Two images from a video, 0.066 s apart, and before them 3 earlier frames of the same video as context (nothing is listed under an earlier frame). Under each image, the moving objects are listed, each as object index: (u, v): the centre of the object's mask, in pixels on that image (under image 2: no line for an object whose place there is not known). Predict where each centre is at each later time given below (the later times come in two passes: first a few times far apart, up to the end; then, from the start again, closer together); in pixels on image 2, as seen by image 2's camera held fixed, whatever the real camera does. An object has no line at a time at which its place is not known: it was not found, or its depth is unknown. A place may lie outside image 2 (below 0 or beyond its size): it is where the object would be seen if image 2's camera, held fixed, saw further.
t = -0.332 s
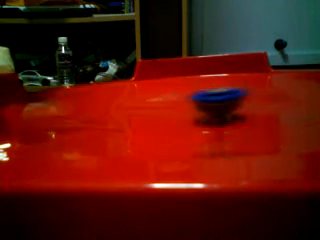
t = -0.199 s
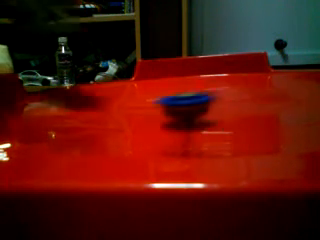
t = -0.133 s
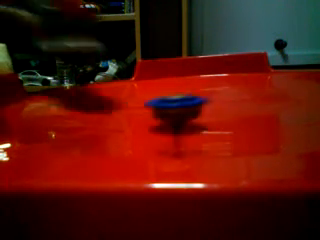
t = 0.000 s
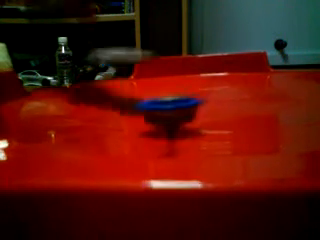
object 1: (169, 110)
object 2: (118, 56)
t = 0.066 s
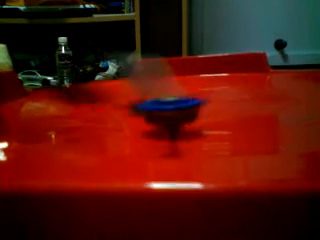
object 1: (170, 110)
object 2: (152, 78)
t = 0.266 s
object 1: (177, 112)
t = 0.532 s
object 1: (183, 111)
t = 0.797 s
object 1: (243, 107)
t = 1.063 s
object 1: (275, 94)
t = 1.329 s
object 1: (153, 82)
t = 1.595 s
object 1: (128, 77)
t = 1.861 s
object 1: (116, 80)
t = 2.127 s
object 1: (125, 89)
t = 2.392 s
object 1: (117, 105)
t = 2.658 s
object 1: (172, 116)
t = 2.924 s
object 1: (194, 114)
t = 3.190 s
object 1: (182, 113)
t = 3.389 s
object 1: (207, 116)
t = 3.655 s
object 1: (210, 115)
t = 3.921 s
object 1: (192, 114)
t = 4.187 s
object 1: (204, 117)
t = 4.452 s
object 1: (210, 109)
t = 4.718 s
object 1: (203, 110)
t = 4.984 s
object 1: (181, 114)
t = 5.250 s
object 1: (124, 109)
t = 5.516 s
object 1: (99, 108)
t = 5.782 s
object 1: (134, 107)
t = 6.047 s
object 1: (132, 85)
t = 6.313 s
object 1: (179, 81)
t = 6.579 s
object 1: (226, 95)
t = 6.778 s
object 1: (260, 103)
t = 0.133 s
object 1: (173, 111)
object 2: (170, 88)
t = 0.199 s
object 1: (177, 113)
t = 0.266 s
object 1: (177, 112)
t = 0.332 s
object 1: (178, 114)
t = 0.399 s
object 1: (179, 113)
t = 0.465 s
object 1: (181, 112)
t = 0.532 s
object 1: (183, 111)
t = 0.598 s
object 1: (187, 110)
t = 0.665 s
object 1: (203, 107)
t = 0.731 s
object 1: (234, 109)
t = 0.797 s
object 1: (243, 107)
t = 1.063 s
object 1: (275, 94)
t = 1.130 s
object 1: (227, 94)
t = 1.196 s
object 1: (191, 90)
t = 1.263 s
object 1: (164, 87)
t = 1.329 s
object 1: (153, 82)
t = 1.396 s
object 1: (144, 80)
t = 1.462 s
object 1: (137, 78)
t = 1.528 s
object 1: (132, 77)
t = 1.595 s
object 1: (128, 77)
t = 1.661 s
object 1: (123, 78)
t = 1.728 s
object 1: (120, 79)
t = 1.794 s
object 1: (117, 80)
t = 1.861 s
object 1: (116, 80)
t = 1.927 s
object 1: (115, 81)
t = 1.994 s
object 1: (116, 85)
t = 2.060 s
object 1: (118, 87)
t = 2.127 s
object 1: (125, 89)
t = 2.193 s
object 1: (123, 92)
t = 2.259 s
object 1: (119, 95)
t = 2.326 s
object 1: (118, 100)
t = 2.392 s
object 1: (117, 105)
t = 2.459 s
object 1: (127, 110)
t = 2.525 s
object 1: (142, 113)
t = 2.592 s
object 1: (159, 115)
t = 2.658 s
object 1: (172, 116)
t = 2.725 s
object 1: (184, 116)
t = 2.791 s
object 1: (189, 115)
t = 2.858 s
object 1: (193, 115)
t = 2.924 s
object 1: (194, 114)
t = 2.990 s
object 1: (193, 114)
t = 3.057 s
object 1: (191, 114)
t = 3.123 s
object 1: (188, 113)
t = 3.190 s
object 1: (182, 113)
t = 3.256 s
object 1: (184, 115)
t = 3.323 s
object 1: (198, 116)
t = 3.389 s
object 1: (207, 116)
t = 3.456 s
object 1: (210, 116)
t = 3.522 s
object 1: (212, 115)
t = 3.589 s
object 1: (212, 115)
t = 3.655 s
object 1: (210, 115)
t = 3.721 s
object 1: (206, 115)
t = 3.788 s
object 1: (202, 114)
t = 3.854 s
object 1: (196, 114)
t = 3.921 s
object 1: (192, 114)
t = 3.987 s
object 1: (196, 117)
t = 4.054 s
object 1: (197, 118)
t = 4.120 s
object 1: (200, 118)
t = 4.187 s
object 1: (204, 117)
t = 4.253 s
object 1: (204, 111)
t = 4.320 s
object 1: (207, 110)
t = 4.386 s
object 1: (209, 109)
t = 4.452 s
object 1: (210, 109)
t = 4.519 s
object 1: (209, 108)
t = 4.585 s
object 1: (208, 107)
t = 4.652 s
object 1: (205, 108)
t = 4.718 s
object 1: (203, 110)
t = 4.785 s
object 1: (204, 109)
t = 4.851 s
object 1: (182, 114)
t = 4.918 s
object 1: (182, 114)
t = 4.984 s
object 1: (181, 114)
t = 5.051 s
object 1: (178, 114)
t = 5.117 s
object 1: (175, 114)
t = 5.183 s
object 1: (192, 104)
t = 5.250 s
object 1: (124, 109)
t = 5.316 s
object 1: (99, 108)
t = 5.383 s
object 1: (94, 108)
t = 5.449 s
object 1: (95, 108)
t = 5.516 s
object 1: (99, 108)
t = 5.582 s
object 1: (105, 110)
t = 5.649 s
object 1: (113, 109)
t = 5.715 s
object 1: (122, 108)
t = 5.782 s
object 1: (134, 107)
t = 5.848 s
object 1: (144, 106)
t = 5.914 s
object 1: (131, 93)
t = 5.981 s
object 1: (127, 90)
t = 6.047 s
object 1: (132, 85)
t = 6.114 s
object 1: (143, 83)
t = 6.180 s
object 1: (155, 82)
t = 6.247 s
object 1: (168, 81)
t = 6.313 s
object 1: (179, 81)
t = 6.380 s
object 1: (191, 81)
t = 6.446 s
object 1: (203, 84)
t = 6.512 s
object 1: (215, 90)
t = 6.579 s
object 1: (226, 95)
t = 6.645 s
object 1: (236, 98)
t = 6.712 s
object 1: (249, 101)
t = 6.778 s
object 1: (260, 103)
